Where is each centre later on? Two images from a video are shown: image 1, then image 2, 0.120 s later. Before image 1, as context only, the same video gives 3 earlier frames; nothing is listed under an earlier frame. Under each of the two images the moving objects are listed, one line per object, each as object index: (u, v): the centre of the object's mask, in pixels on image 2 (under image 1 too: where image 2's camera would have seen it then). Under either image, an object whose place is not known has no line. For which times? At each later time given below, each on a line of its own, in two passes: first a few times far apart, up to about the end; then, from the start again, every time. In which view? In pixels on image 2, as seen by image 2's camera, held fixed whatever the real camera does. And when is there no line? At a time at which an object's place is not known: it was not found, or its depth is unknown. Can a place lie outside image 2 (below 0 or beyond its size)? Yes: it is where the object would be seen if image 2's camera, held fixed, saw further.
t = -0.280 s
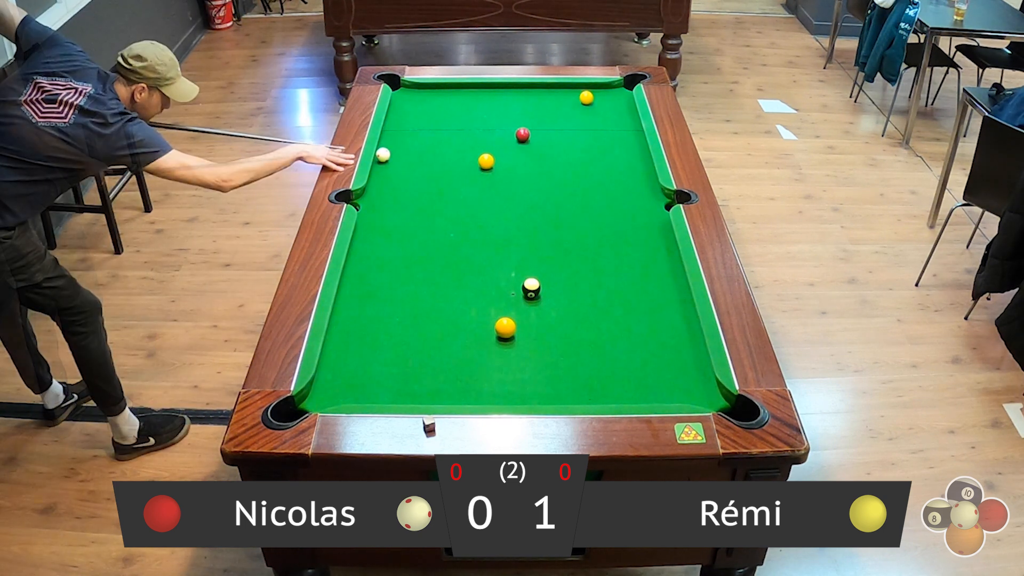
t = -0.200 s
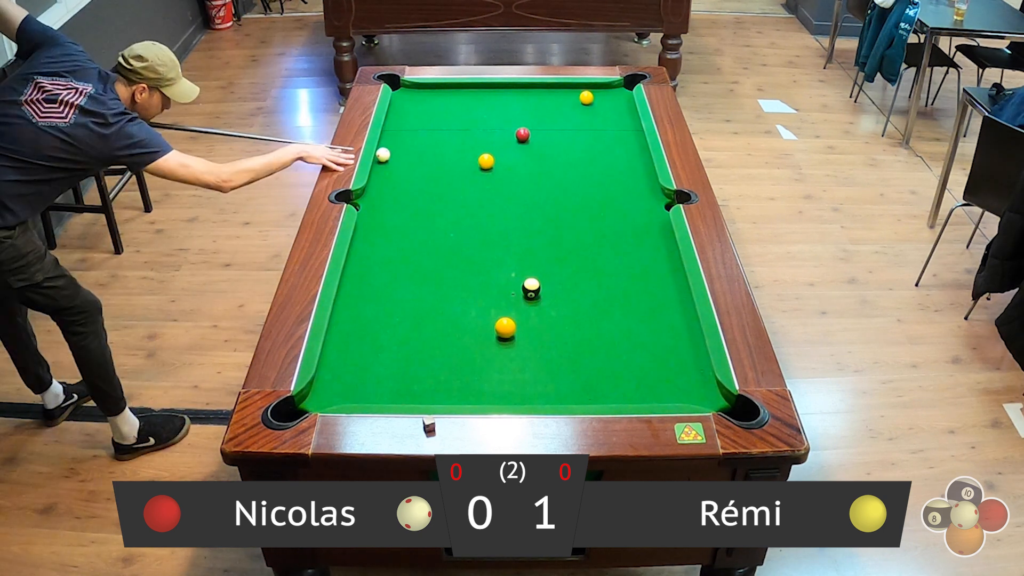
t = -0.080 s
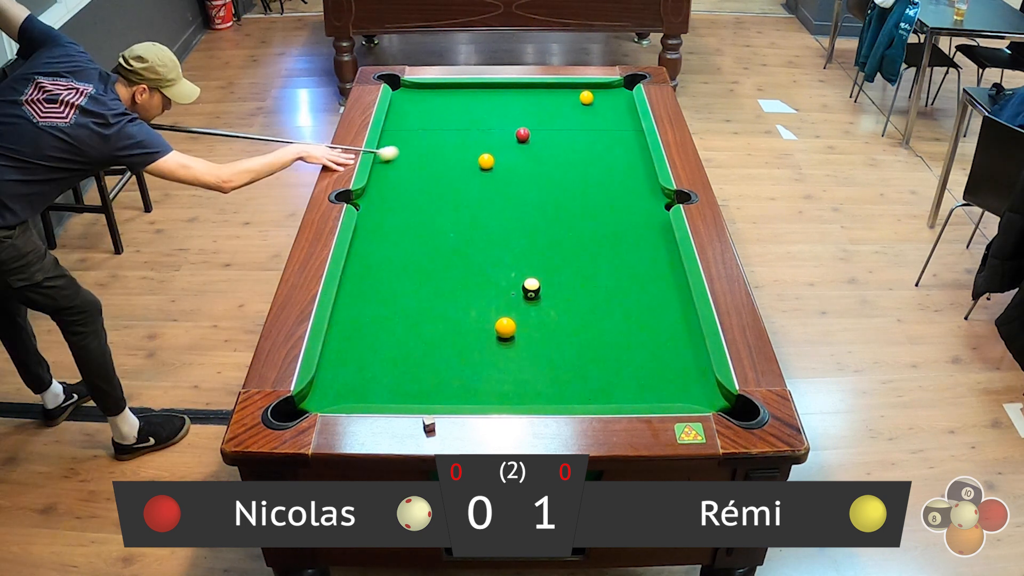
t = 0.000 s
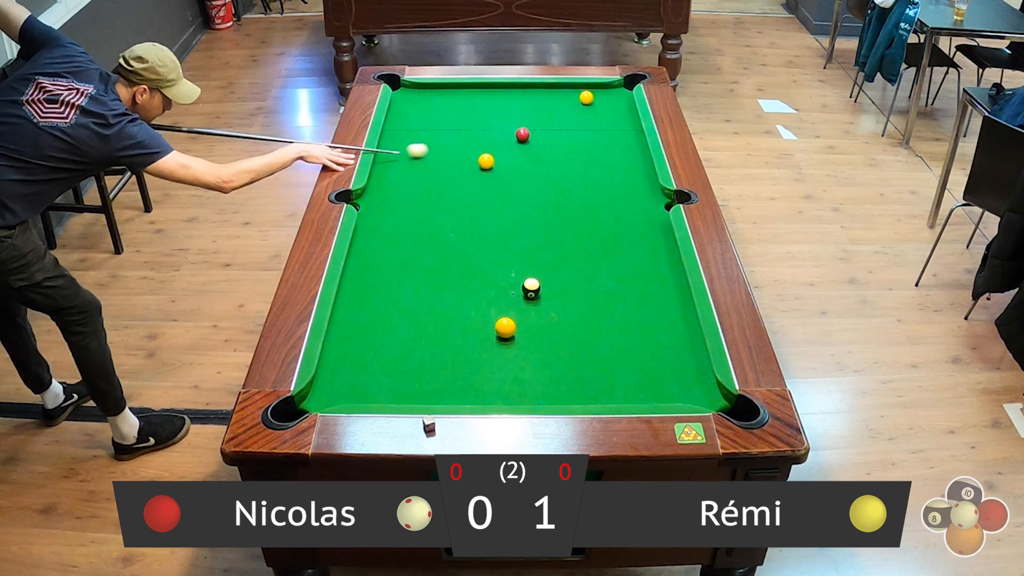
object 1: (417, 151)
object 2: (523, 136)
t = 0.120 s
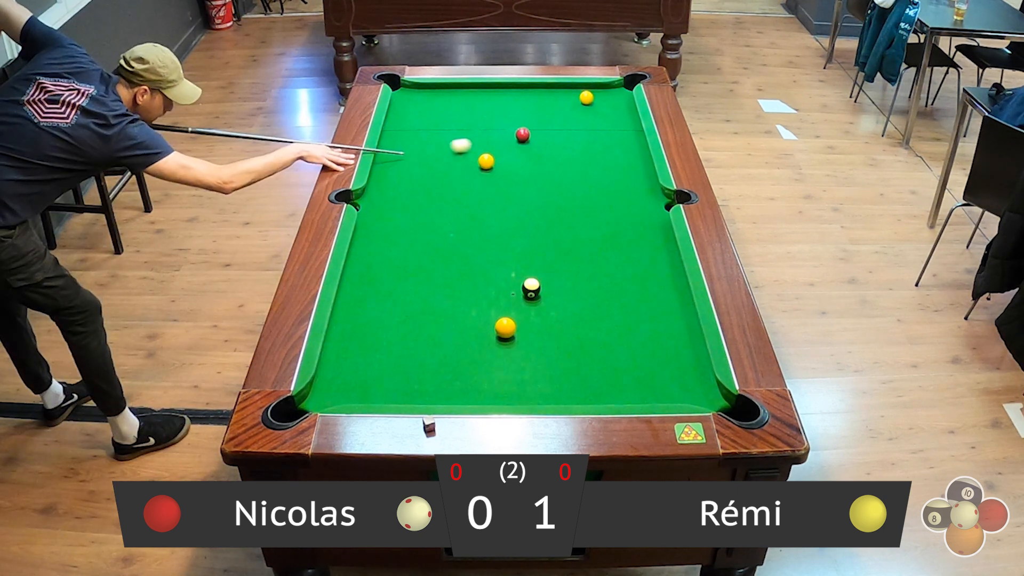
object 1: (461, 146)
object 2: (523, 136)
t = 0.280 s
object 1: (515, 141)
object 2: (525, 134)
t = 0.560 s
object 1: (571, 153)
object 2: (552, 120)
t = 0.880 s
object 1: (635, 165)
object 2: (578, 105)
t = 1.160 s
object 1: (622, 173)
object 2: (590, 102)
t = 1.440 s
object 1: (590, 180)
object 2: (597, 100)
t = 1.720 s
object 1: (559, 186)
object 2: (603, 100)
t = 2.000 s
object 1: (529, 192)
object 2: (607, 99)
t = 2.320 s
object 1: (498, 199)
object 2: (608, 101)
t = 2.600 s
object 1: (473, 204)
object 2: (609, 101)
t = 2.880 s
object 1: (451, 208)
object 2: (609, 101)
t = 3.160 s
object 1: (431, 212)
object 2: (609, 101)
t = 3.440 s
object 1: (413, 215)
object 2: (609, 101)
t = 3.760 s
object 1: (396, 218)
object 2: (609, 101)
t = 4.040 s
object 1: (385, 220)
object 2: (609, 101)
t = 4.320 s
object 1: (376, 221)
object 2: (609, 101)
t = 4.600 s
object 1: (370, 222)
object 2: (609, 101)
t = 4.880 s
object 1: (366, 222)
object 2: (609, 101)
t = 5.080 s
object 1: (364, 222)
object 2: (609, 101)
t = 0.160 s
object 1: (475, 144)
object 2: (523, 136)
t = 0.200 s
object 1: (489, 143)
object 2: (523, 136)
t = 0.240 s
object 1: (503, 141)
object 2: (522, 136)
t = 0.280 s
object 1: (515, 141)
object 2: (525, 134)
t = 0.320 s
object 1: (522, 143)
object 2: (529, 131)
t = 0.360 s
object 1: (530, 144)
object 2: (533, 129)
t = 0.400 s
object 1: (538, 146)
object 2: (537, 127)
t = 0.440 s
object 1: (546, 148)
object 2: (541, 126)
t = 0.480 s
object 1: (554, 149)
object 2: (544, 123)
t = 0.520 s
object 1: (563, 151)
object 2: (548, 122)
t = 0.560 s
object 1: (571, 153)
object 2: (552, 120)
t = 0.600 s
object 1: (579, 154)
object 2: (555, 118)
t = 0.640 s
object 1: (587, 156)
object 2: (559, 116)
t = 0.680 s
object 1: (595, 157)
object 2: (562, 114)
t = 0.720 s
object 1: (603, 159)
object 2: (565, 112)
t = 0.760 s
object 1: (611, 161)
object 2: (569, 110)
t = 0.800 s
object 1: (619, 162)
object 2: (572, 108)
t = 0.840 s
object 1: (627, 164)
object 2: (575, 107)
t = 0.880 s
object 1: (635, 165)
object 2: (578, 105)
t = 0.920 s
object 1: (643, 167)
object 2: (581, 104)
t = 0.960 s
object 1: (646, 168)
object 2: (583, 103)
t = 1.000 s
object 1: (641, 169)
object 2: (584, 103)
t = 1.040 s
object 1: (636, 170)
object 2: (586, 103)
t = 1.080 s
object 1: (632, 171)
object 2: (587, 102)
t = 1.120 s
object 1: (627, 172)
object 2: (588, 102)
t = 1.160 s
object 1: (622, 173)
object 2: (590, 102)
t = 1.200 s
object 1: (617, 174)
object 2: (591, 102)
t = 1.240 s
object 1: (613, 175)
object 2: (592, 101)
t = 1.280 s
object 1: (608, 176)
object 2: (593, 101)
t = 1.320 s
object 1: (603, 177)
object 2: (595, 101)
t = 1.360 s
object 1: (599, 178)
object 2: (595, 100)
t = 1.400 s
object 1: (594, 179)
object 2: (596, 100)
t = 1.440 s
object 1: (590, 180)
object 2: (597, 100)
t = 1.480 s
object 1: (585, 181)
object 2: (598, 100)
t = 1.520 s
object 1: (581, 182)
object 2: (599, 100)
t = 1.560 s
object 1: (576, 183)
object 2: (600, 100)
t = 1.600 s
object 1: (572, 183)
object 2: (601, 100)
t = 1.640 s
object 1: (567, 185)
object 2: (601, 100)
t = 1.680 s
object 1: (563, 185)
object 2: (603, 100)
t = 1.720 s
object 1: (559, 186)
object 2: (603, 100)
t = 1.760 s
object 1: (554, 187)
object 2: (604, 99)
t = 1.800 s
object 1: (550, 188)
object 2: (604, 99)
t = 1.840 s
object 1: (546, 189)
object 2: (605, 99)
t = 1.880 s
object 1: (542, 190)
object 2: (606, 99)
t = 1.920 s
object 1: (537, 191)
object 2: (606, 99)
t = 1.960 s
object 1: (533, 192)
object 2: (606, 99)
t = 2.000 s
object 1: (529, 192)
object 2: (607, 99)
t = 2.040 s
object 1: (525, 193)
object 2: (607, 99)
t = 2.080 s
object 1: (521, 194)
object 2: (607, 100)
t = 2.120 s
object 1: (517, 195)
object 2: (607, 100)
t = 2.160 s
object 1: (513, 196)
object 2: (607, 100)
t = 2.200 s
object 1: (509, 197)
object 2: (608, 100)
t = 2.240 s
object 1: (506, 197)
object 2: (608, 100)
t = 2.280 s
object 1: (502, 198)
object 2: (608, 101)
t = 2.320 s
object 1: (498, 199)
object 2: (608, 101)
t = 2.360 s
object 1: (494, 199)
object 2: (608, 101)
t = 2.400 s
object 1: (491, 200)
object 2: (608, 101)
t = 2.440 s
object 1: (487, 201)
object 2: (608, 101)
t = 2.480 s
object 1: (484, 202)
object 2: (609, 101)
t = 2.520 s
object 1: (480, 202)
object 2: (609, 101)
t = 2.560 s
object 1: (477, 203)
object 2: (609, 101)
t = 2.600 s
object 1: (473, 204)
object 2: (609, 101)
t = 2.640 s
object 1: (470, 205)
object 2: (609, 101)
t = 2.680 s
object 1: (466, 205)
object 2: (609, 101)
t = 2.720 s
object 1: (463, 206)
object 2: (609, 101)
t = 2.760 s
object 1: (460, 207)
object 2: (609, 101)
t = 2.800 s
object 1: (457, 207)
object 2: (609, 101)
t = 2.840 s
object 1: (454, 208)
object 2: (609, 101)
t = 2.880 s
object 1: (451, 208)
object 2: (609, 101)
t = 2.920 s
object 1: (448, 209)
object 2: (609, 101)
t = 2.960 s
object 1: (445, 209)
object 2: (609, 101)
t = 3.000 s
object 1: (442, 210)
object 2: (609, 101)
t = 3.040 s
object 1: (439, 211)
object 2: (609, 101)
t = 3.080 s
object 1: (436, 211)
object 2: (609, 101)
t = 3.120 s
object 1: (433, 212)
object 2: (609, 101)
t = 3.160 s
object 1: (431, 212)
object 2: (609, 101)
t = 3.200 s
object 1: (428, 213)
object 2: (609, 101)
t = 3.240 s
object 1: (425, 213)
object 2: (609, 101)
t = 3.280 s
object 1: (423, 213)
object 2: (609, 101)
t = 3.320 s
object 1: (420, 214)
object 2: (609, 101)
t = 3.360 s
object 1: (418, 214)
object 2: (609, 101)
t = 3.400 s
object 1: (415, 215)
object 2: (609, 101)
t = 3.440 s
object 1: (413, 215)
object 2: (609, 101)
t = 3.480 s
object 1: (411, 215)
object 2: (609, 101)
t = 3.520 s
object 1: (408, 216)
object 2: (609, 101)
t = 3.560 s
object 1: (406, 216)
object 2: (609, 101)
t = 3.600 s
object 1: (404, 216)
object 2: (609, 101)
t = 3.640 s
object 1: (402, 217)
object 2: (609, 101)
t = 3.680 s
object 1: (400, 217)
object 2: (609, 101)
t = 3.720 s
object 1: (398, 217)
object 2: (609, 101)
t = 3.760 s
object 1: (396, 218)
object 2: (609, 101)
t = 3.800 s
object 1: (394, 218)
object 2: (609, 101)
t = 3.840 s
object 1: (393, 218)
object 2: (609, 101)
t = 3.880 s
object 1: (391, 219)
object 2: (609, 101)
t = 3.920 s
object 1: (389, 219)
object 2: (609, 101)
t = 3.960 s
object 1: (388, 219)
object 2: (609, 101)
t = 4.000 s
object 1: (386, 220)
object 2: (609, 101)
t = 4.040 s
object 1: (385, 220)
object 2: (609, 101)
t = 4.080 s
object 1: (383, 220)
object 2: (609, 101)
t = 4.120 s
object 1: (382, 220)
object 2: (609, 101)
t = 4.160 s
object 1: (381, 220)
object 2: (609, 101)
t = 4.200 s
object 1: (379, 220)
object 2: (609, 101)
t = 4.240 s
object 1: (378, 221)
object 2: (609, 101)
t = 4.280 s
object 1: (377, 221)
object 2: (609, 101)
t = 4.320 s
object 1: (376, 221)
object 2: (609, 101)
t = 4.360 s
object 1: (375, 221)
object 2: (609, 101)
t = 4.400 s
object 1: (374, 221)
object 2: (609, 101)
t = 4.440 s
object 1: (373, 221)
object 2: (609, 101)
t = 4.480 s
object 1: (372, 221)
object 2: (609, 101)
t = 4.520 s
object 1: (371, 221)
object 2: (609, 101)
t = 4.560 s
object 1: (371, 222)
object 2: (609, 101)
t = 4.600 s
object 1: (370, 222)
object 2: (609, 101)
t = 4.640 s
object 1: (369, 222)
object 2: (609, 101)
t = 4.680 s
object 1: (368, 222)
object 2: (609, 101)
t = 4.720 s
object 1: (368, 222)
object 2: (609, 101)
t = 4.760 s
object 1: (367, 222)
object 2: (609, 101)
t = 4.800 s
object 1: (367, 222)
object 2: (609, 101)
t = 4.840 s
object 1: (366, 222)
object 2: (609, 101)
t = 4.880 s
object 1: (366, 222)
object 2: (609, 101)
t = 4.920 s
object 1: (365, 222)
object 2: (609, 101)
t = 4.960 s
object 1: (365, 222)
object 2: (609, 101)
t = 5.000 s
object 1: (365, 222)
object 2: (609, 101)
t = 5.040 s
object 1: (364, 222)
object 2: (609, 101)
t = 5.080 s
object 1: (364, 222)
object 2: (609, 101)
